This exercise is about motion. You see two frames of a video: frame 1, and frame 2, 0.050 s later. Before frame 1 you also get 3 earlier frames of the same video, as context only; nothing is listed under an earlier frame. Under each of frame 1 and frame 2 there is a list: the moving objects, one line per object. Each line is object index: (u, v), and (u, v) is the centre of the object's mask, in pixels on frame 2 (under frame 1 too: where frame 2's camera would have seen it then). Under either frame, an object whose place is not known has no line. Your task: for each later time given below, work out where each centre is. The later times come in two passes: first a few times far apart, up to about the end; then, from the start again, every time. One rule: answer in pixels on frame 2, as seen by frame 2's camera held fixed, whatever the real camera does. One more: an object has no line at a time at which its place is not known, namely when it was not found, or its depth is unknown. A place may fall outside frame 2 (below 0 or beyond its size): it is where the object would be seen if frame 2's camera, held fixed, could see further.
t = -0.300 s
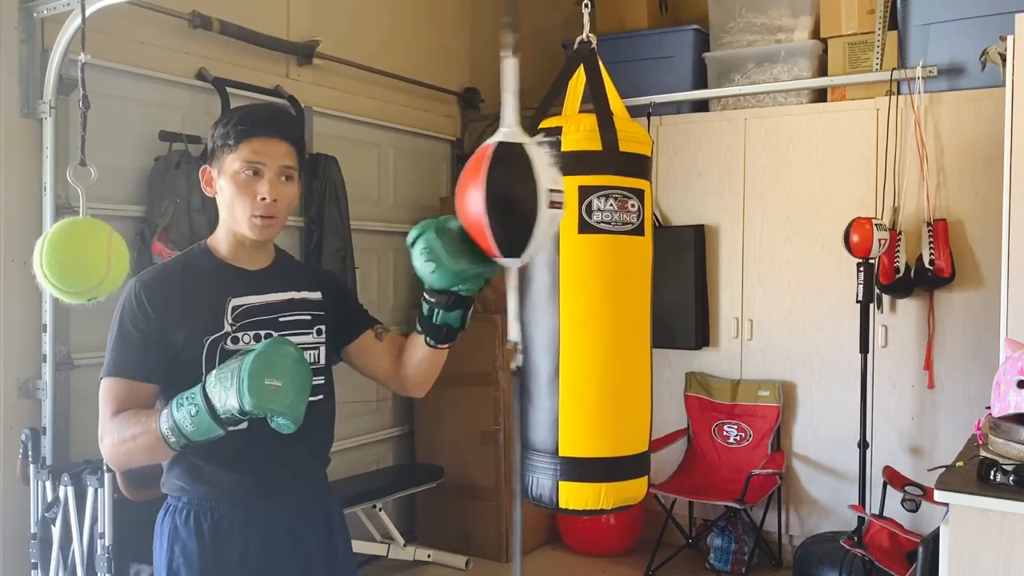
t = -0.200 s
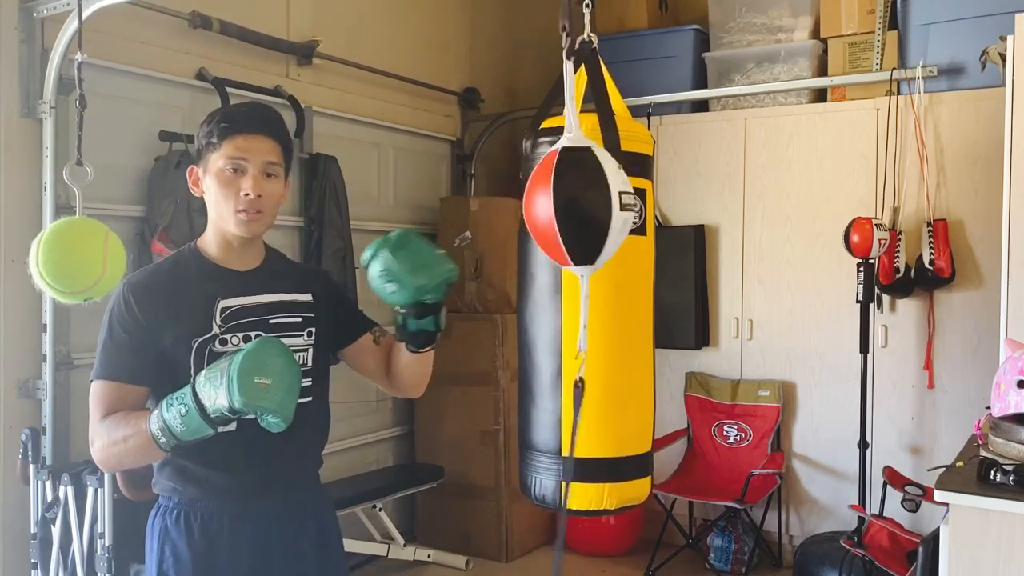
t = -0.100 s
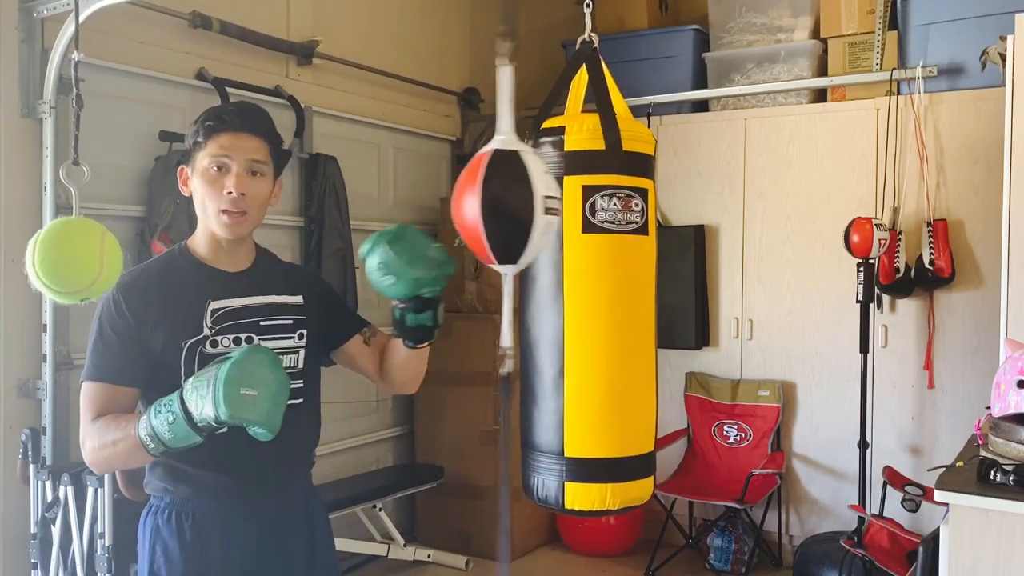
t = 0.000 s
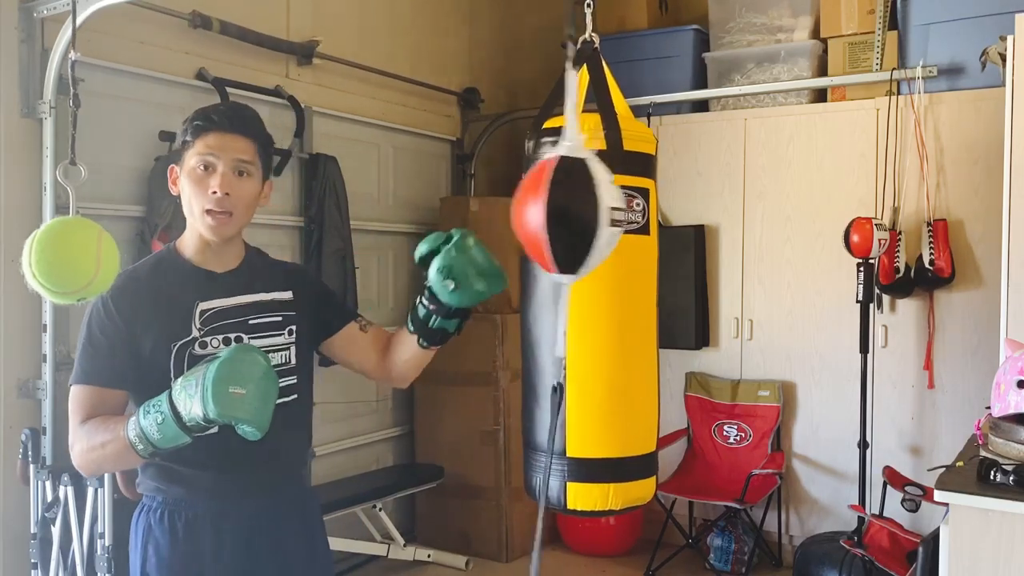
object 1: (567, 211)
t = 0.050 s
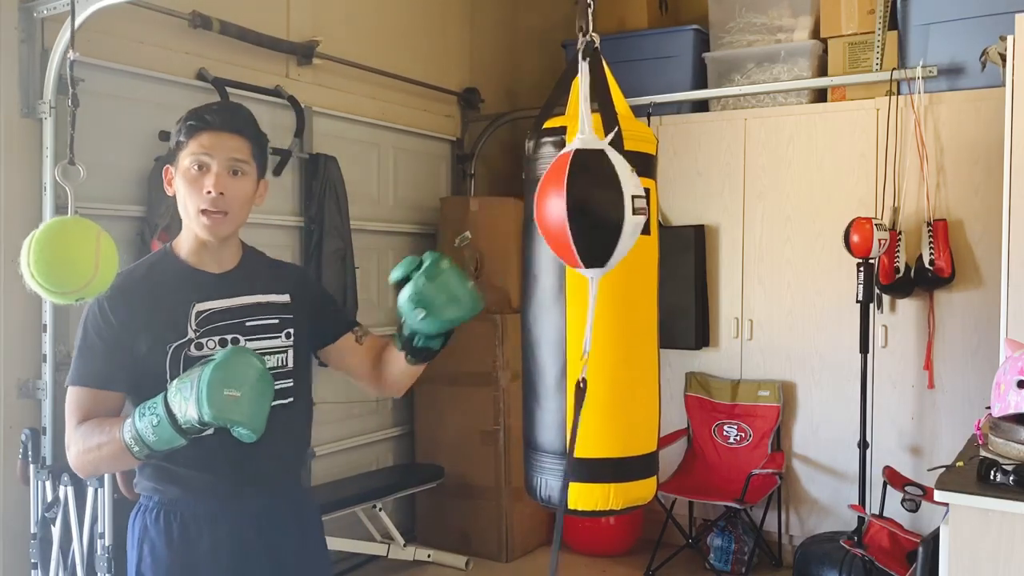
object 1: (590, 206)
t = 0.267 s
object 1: (489, 205)
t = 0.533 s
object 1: (464, 207)
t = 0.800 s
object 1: (518, 204)
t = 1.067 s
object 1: (579, 208)
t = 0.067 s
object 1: (582, 205)
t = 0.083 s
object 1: (569, 206)
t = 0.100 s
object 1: (551, 207)
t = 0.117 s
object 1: (532, 205)
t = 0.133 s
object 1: (511, 205)
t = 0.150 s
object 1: (495, 204)
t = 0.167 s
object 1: (480, 205)
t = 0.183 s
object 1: (466, 206)
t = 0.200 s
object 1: (460, 208)
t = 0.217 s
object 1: (460, 208)
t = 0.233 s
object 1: (467, 207)
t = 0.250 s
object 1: (475, 205)
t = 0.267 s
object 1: (489, 205)
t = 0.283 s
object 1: (507, 206)
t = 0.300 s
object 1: (525, 205)
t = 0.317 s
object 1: (545, 205)
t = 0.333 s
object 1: (562, 206)
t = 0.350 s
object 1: (576, 207)
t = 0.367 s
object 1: (583, 207)
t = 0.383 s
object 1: (587, 208)
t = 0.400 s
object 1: (580, 208)
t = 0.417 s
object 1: (568, 206)
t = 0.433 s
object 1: (553, 205)
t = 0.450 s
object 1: (536, 204)
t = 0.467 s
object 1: (516, 204)
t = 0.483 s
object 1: (496, 204)
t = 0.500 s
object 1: (482, 205)
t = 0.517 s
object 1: (472, 206)
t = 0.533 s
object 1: (464, 207)
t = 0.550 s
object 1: (462, 207)
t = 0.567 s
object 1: (466, 206)
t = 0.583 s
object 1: (475, 206)
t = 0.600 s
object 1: (487, 206)
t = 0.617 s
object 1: (504, 206)
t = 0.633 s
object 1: (522, 205)
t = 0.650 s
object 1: (542, 204)
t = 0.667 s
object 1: (558, 205)
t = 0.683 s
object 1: (573, 207)
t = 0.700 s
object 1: (580, 208)
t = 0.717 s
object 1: (583, 208)
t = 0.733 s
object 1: (580, 207)
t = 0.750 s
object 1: (572, 207)
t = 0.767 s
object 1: (554, 205)
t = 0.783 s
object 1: (537, 205)
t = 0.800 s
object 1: (518, 204)
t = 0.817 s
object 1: (501, 204)
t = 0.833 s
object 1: (486, 206)
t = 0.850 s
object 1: (474, 206)
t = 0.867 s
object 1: (466, 207)
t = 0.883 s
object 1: (464, 206)
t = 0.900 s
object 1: (467, 207)
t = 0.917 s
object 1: (475, 207)
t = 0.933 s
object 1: (486, 206)
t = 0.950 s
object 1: (501, 205)
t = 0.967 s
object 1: (520, 204)
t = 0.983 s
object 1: (538, 204)
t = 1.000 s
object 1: (554, 206)
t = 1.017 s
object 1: (568, 207)
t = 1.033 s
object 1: (579, 208)
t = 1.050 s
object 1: (582, 208)
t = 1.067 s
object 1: (579, 208)
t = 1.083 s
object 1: (570, 207)
